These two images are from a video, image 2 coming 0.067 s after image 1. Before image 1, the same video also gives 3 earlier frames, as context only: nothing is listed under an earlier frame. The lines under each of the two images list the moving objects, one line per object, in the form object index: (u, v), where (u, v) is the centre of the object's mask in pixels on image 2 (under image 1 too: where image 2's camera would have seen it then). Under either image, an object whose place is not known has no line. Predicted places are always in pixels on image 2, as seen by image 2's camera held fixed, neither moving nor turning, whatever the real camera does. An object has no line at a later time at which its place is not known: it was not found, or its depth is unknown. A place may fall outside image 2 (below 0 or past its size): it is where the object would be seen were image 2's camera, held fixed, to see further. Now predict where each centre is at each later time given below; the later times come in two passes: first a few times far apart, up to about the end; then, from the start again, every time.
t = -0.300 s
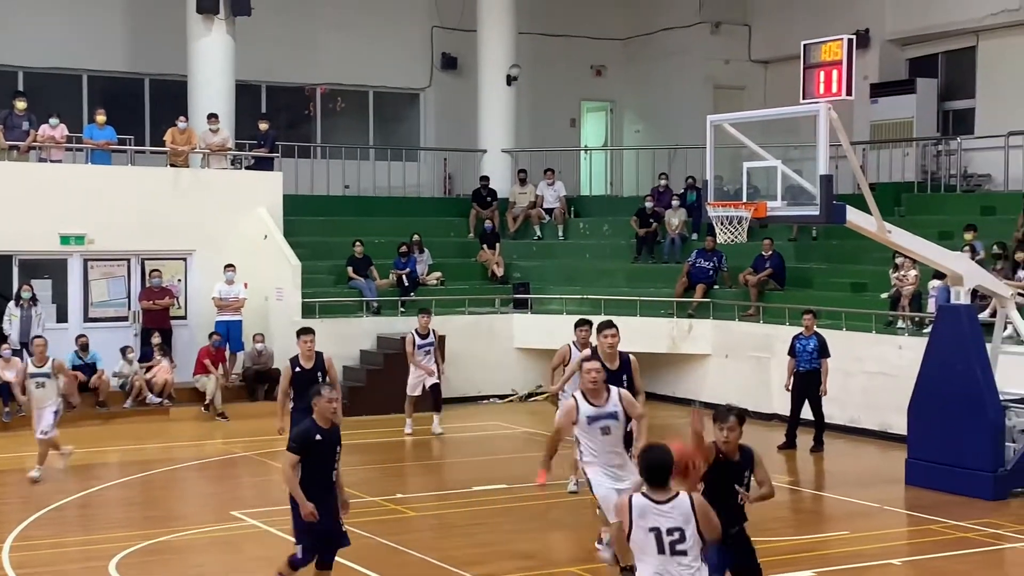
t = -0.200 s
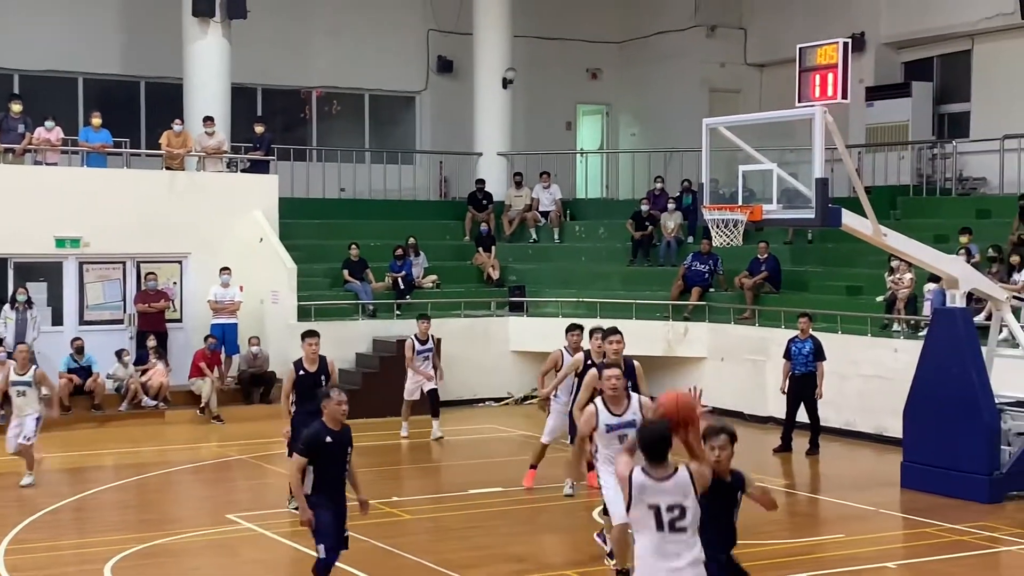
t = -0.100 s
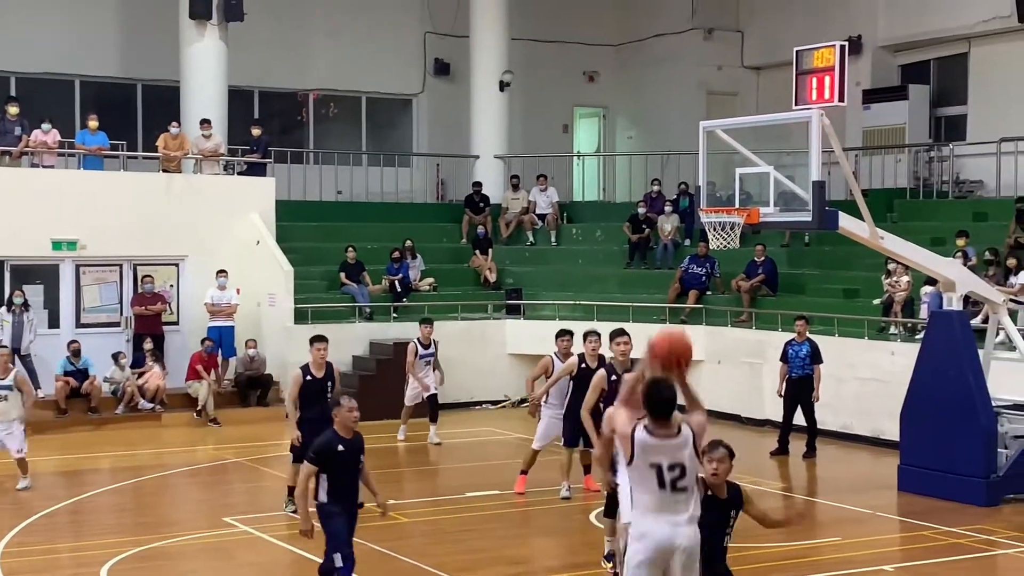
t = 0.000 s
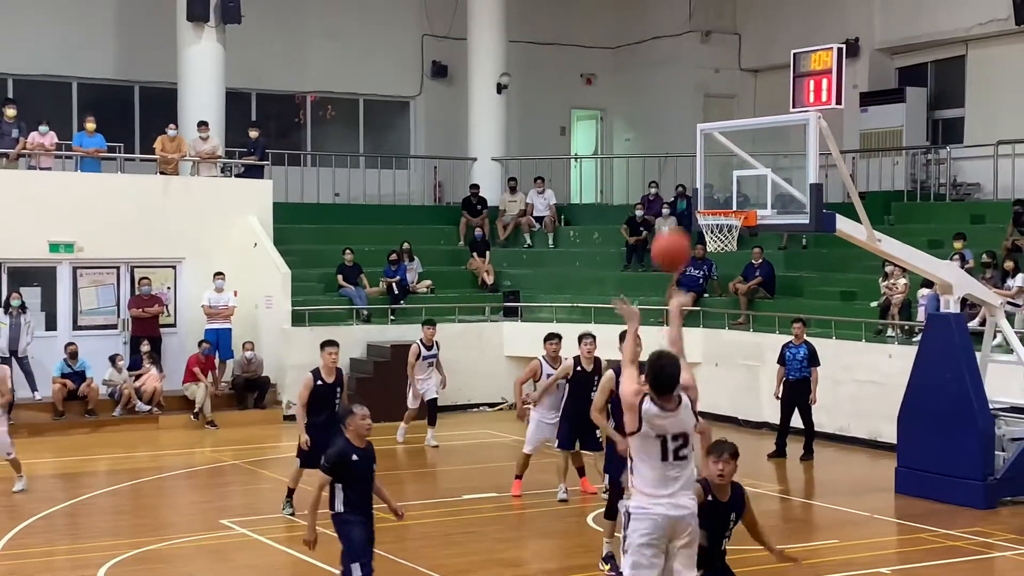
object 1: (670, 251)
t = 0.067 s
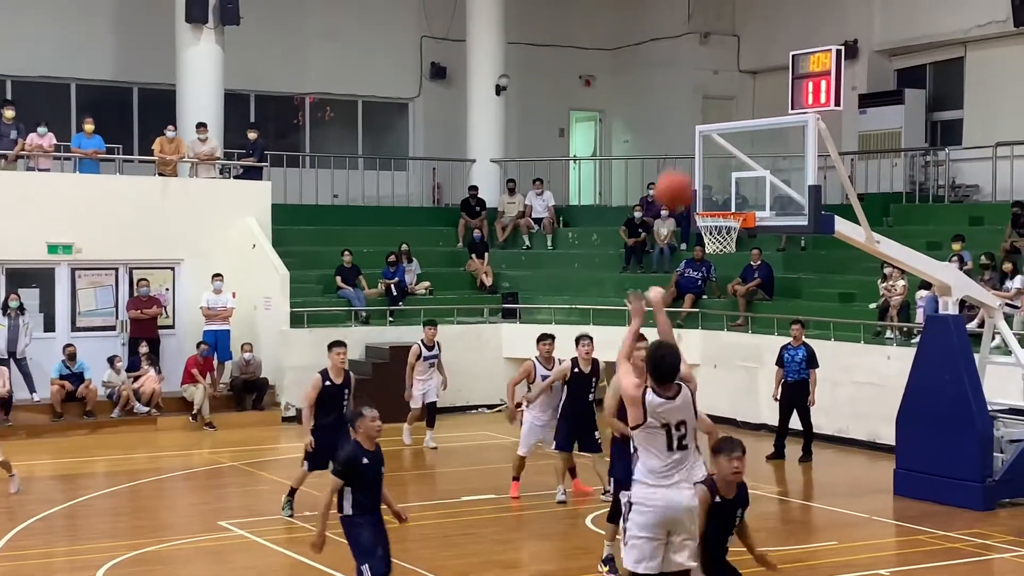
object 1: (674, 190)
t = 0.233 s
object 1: (683, 85)
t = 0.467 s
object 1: (695, 27)
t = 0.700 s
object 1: (703, 44)
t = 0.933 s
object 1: (710, 116)
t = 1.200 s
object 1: (723, 240)
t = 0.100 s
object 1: (676, 163)
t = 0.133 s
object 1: (677, 140)
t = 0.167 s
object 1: (679, 119)
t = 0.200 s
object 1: (681, 101)
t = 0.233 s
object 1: (683, 85)
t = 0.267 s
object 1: (685, 70)
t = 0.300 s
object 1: (686, 59)
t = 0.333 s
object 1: (688, 49)
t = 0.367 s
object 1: (691, 41)
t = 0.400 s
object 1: (692, 35)
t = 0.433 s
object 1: (694, 30)
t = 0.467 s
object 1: (695, 27)
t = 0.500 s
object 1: (696, 26)
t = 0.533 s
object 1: (698, 26)
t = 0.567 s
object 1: (699, 26)
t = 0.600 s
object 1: (700, 29)
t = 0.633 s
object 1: (701, 33)
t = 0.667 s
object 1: (702, 38)
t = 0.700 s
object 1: (703, 44)
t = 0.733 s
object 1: (704, 51)
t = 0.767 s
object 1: (706, 60)
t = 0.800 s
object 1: (707, 69)
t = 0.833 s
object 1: (707, 80)
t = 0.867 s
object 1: (708, 91)
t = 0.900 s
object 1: (709, 103)
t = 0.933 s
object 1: (710, 116)
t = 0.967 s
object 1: (710, 130)
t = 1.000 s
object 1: (711, 145)
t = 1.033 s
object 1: (712, 160)
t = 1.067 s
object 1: (712, 177)
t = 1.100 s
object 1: (712, 194)
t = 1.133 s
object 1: (714, 205)
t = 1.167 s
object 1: (716, 226)
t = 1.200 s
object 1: (723, 240)
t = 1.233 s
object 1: (726, 258)
